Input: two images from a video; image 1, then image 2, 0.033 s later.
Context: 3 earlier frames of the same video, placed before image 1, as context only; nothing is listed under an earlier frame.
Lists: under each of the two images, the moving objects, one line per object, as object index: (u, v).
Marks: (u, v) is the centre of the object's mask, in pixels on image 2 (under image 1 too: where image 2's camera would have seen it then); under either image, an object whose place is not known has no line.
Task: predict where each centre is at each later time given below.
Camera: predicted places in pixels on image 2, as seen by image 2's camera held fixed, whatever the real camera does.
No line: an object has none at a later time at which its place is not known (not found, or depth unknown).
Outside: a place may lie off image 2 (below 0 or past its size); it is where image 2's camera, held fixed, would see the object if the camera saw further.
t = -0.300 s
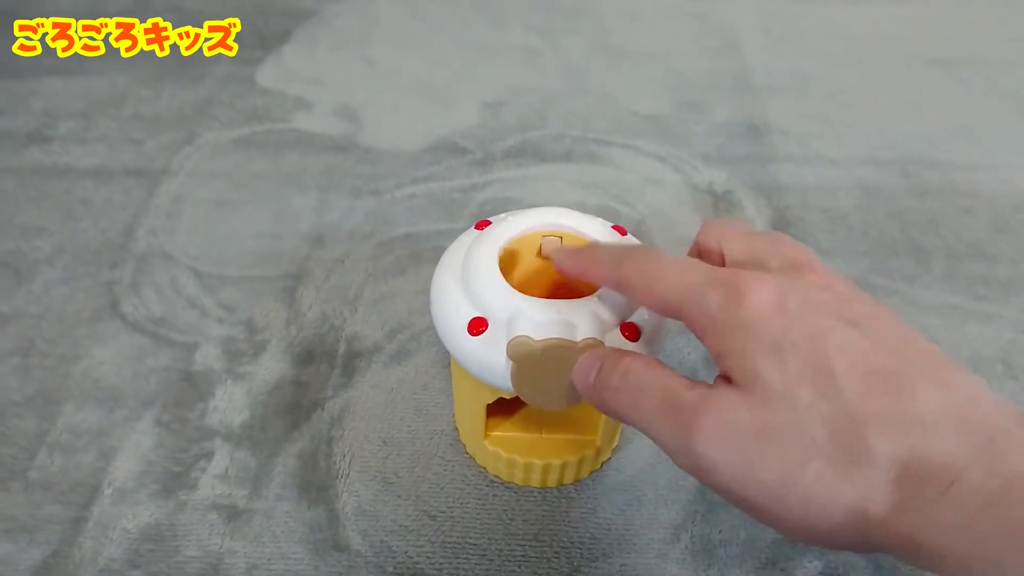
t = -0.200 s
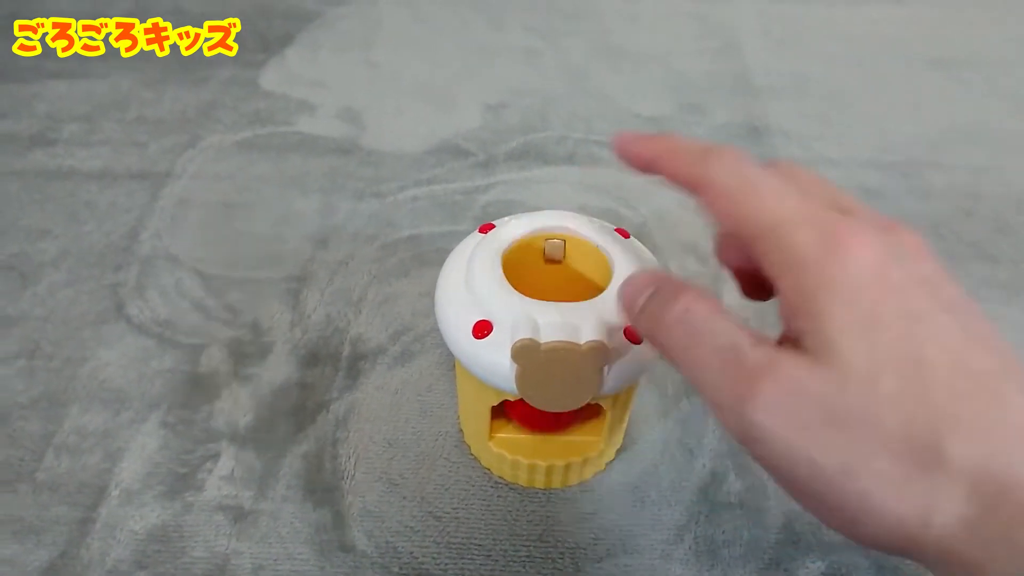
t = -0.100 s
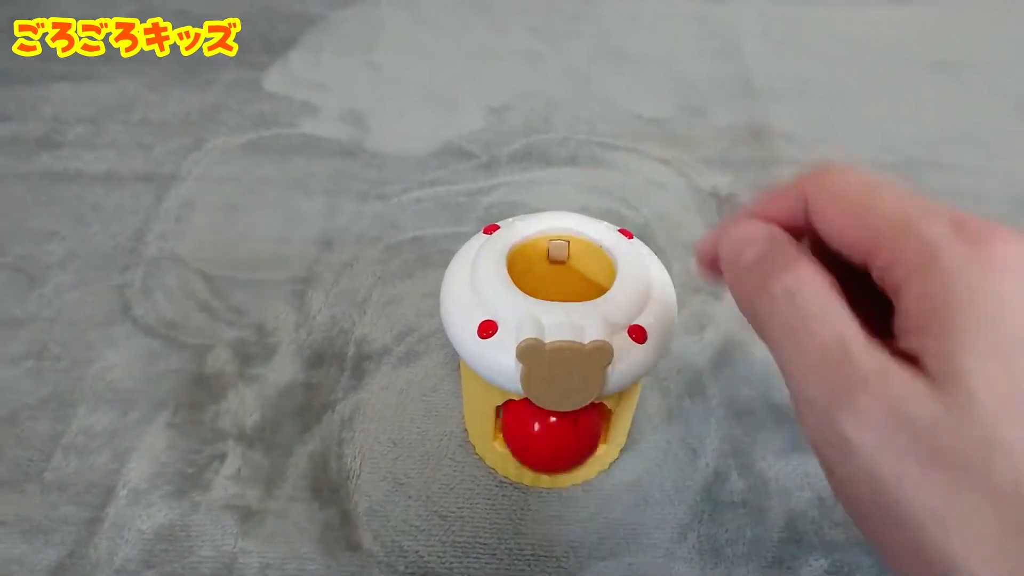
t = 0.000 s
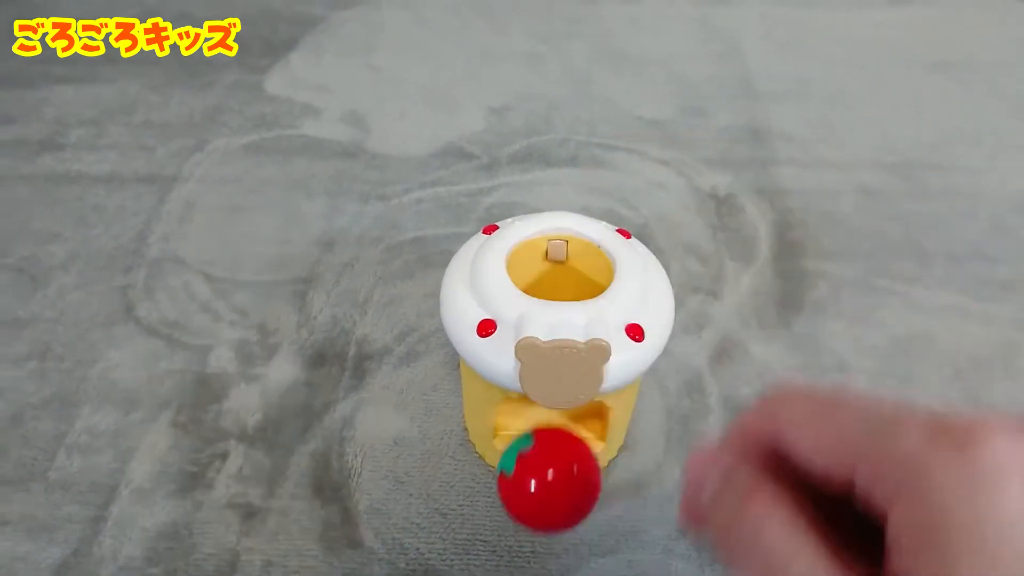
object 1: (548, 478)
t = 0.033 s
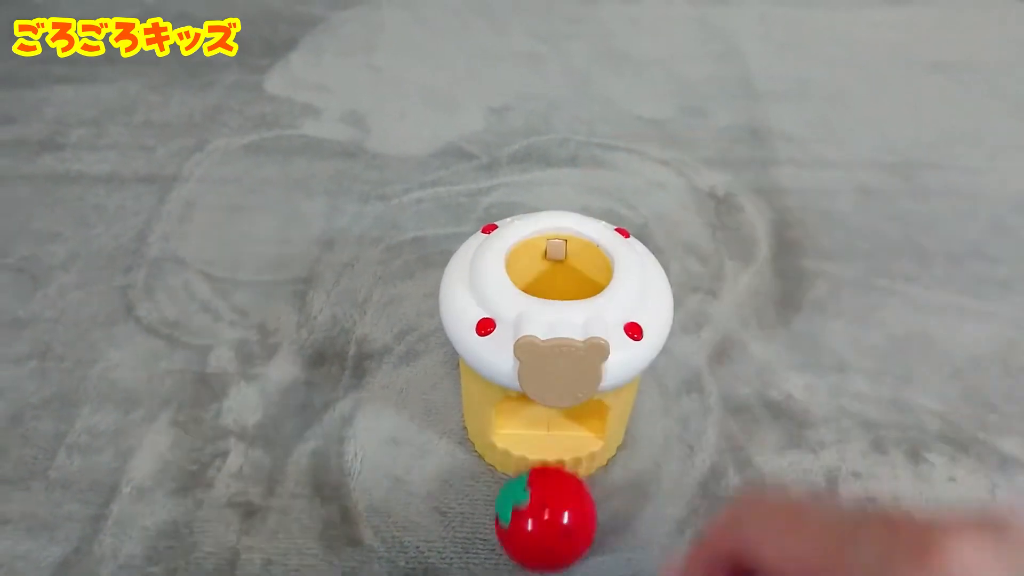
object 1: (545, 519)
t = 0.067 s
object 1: (544, 527)
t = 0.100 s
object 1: (541, 539)
